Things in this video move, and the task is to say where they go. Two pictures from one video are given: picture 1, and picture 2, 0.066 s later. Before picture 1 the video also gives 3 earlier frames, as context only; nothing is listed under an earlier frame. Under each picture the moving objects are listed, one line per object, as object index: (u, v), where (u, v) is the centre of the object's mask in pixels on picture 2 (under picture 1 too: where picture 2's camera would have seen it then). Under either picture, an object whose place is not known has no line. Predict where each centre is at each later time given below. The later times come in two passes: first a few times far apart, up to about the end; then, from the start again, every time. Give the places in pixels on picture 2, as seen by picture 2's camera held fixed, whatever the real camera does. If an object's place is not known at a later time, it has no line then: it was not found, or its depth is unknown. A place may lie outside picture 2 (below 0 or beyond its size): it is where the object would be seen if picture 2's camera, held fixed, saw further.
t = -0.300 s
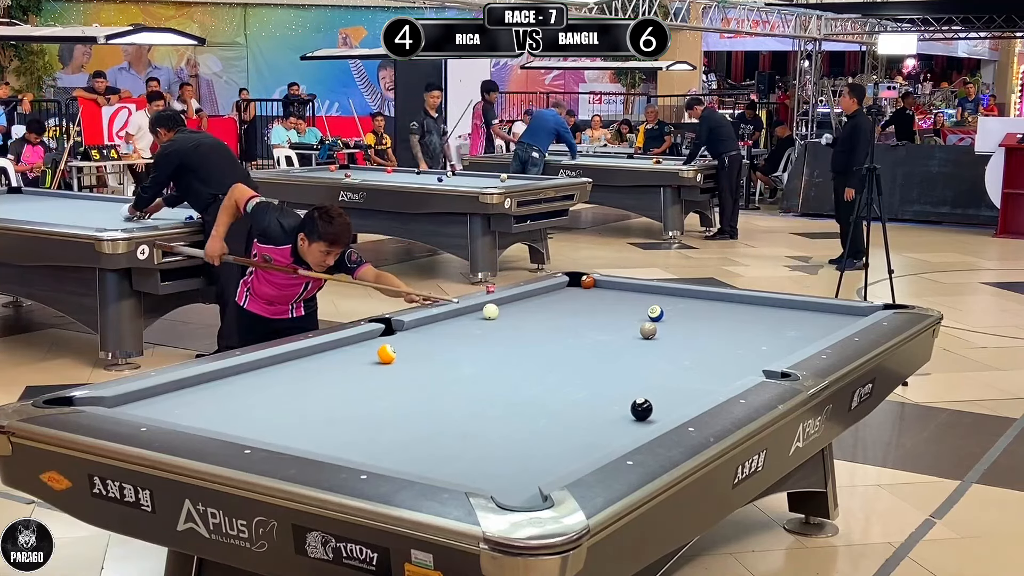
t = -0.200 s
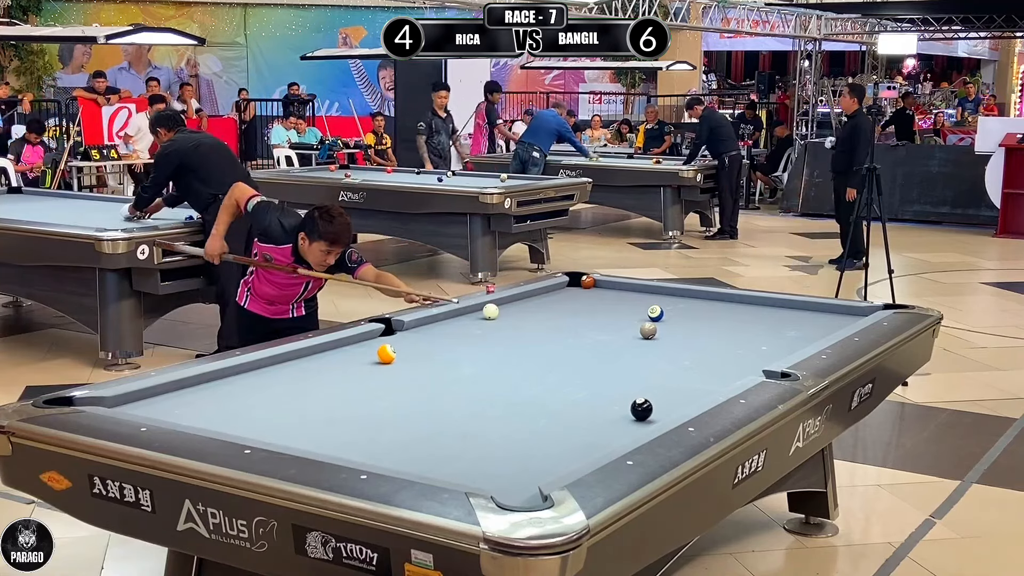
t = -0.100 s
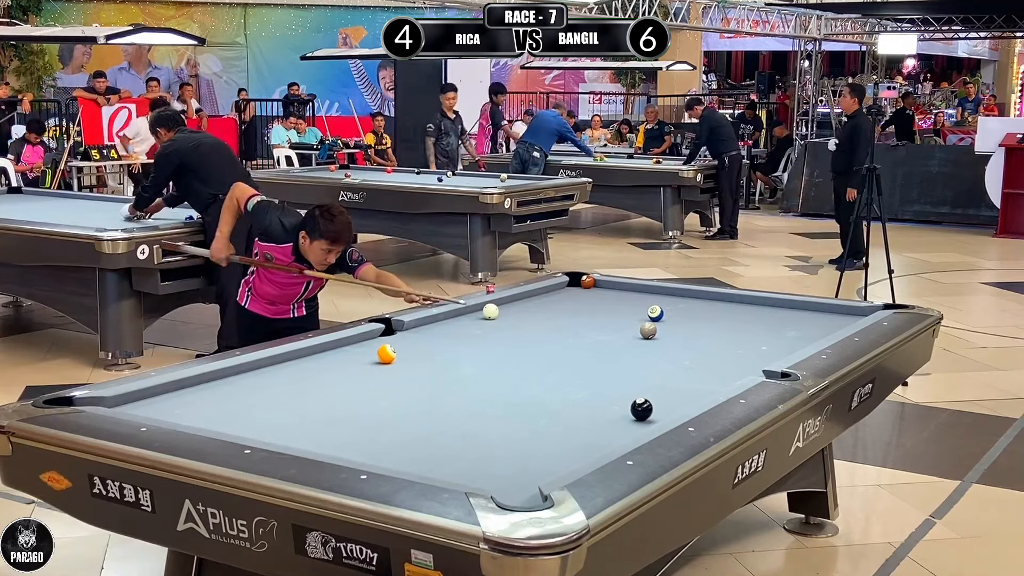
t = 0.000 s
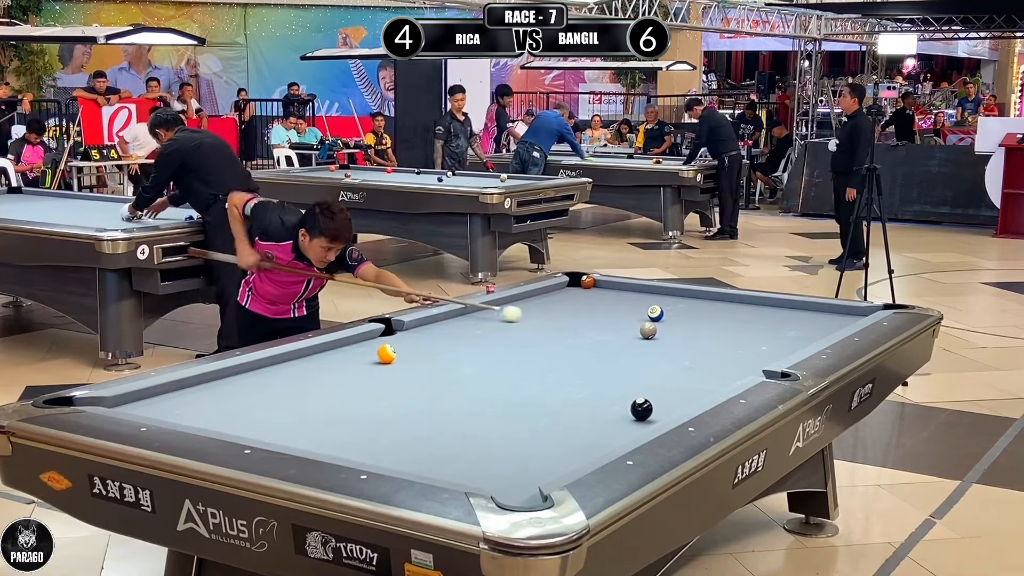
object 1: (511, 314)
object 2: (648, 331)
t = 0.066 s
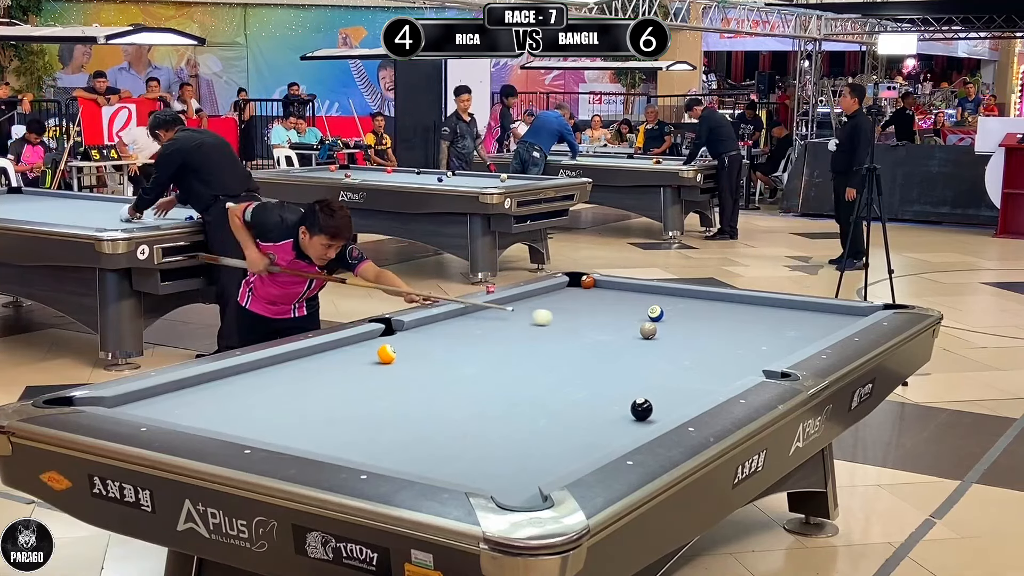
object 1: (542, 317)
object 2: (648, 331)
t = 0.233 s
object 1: (623, 327)
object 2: (648, 331)
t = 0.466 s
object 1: (664, 327)
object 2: (728, 345)
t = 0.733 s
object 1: (712, 328)
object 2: (770, 354)
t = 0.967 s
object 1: (753, 328)
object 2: (726, 349)
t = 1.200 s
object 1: (794, 329)
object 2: (686, 346)
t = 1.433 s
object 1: (832, 328)
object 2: (648, 342)
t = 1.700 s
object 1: (827, 326)
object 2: (608, 338)
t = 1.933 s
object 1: (815, 322)
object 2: (575, 335)
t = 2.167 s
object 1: (804, 320)
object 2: (545, 332)
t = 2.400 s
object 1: (795, 317)
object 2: (516, 329)
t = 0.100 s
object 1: (558, 319)
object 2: (648, 330)
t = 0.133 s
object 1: (574, 321)
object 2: (648, 330)
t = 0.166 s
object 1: (590, 323)
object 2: (648, 330)
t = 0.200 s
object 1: (607, 325)
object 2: (648, 330)
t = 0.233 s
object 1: (623, 327)
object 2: (648, 331)
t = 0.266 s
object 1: (636, 328)
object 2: (653, 331)
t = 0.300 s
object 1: (639, 328)
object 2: (667, 334)
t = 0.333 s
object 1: (643, 328)
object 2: (680, 337)
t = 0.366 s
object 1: (647, 327)
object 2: (692, 339)
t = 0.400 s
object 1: (652, 327)
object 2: (705, 341)
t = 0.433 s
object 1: (658, 327)
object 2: (717, 343)
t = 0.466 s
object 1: (664, 327)
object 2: (728, 345)
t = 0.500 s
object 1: (670, 327)
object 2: (739, 347)
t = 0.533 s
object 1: (676, 327)
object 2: (750, 349)
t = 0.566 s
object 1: (682, 327)
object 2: (761, 351)
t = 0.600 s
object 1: (688, 327)
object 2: (772, 353)
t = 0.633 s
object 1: (695, 327)
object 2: (782, 353)
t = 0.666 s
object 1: (701, 328)
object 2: (783, 353)
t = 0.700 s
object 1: (707, 328)
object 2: (777, 354)
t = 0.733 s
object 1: (712, 328)
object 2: (770, 354)
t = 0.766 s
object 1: (718, 328)
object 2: (763, 353)
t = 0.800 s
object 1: (724, 328)
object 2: (756, 352)
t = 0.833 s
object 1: (730, 328)
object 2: (750, 352)
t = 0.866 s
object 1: (736, 328)
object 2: (744, 351)
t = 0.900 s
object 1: (742, 328)
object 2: (738, 351)
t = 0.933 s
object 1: (748, 328)
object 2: (732, 350)
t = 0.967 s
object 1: (753, 328)
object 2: (726, 349)
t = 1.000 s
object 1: (759, 329)
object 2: (720, 349)
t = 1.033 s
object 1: (765, 329)
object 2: (714, 348)
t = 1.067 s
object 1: (770, 329)
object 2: (708, 348)
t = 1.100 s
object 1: (776, 329)
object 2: (702, 348)
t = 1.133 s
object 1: (782, 329)
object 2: (697, 347)
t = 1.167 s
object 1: (788, 329)
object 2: (691, 346)
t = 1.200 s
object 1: (794, 329)
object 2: (686, 346)
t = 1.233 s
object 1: (799, 329)
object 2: (680, 345)
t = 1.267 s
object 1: (805, 329)
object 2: (675, 345)
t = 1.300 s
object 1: (810, 329)
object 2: (669, 344)
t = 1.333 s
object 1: (816, 330)
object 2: (664, 343)
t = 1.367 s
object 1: (821, 329)
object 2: (658, 343)
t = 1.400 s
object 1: (826, 329)
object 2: (653, 343)
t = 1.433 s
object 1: (832, 328)
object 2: (648, 342)
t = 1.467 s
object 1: (837, 327)
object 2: (643, 341)
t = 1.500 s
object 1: (837, 327)
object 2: (638, 341)
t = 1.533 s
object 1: (835, 327)
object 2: (632, 341)
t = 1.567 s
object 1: (834, 327)
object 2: (628, 340)
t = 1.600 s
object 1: (832, 327)
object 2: (623, 340)
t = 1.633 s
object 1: (830, 327)
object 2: (618, 339)
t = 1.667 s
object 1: (829, 327)
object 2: (613, 339)
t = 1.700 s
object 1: (827, 326)
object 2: (608, 338)
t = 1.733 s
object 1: (825, 326)
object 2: (603, 338)
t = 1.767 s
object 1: (824, 325)
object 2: (598, 337)
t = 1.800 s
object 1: (822, 325)
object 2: (594, 336)
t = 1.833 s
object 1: (820, 324)
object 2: (589, 336)
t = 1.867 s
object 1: (818, 323)
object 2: (584, 335)
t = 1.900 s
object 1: (817, 323)
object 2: (580, 335)
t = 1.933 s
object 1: (815, 322)
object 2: (575, 335)
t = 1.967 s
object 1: (813, 322)
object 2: (571, 334)
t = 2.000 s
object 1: (812, 322)
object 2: (566, 334)
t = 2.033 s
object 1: (810, 321)
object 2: (562, 334)
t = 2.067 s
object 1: (809, 321)
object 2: (558, 333)
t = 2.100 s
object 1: (807, 320)
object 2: (553, 333)
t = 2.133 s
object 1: (806, 320)
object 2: (549, 332)
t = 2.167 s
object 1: (804, 320)
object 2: (545, 332)
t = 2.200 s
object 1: (803, 319)
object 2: (541, 332)
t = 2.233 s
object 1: (802, 319)
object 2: (536, 331)
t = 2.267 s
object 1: (800, 318)
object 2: (532, 331)
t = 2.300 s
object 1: (799, 318)
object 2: (528, 330)
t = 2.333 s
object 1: (798, 317)
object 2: (524, 330)
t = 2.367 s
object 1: (796, 317)
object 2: (520, 330)
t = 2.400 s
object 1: (795, 317)
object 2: (516, 329)
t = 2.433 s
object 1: (793, 316)
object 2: (512, 328)
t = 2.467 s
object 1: (792, 316)
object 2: (508, 328)
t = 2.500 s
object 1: (791, 315)
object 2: (504, 328)
